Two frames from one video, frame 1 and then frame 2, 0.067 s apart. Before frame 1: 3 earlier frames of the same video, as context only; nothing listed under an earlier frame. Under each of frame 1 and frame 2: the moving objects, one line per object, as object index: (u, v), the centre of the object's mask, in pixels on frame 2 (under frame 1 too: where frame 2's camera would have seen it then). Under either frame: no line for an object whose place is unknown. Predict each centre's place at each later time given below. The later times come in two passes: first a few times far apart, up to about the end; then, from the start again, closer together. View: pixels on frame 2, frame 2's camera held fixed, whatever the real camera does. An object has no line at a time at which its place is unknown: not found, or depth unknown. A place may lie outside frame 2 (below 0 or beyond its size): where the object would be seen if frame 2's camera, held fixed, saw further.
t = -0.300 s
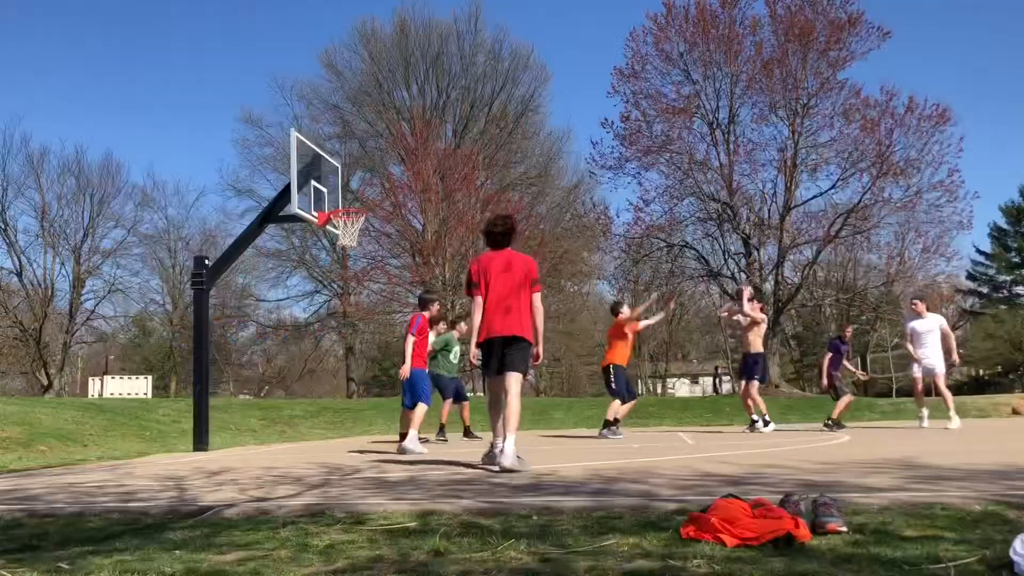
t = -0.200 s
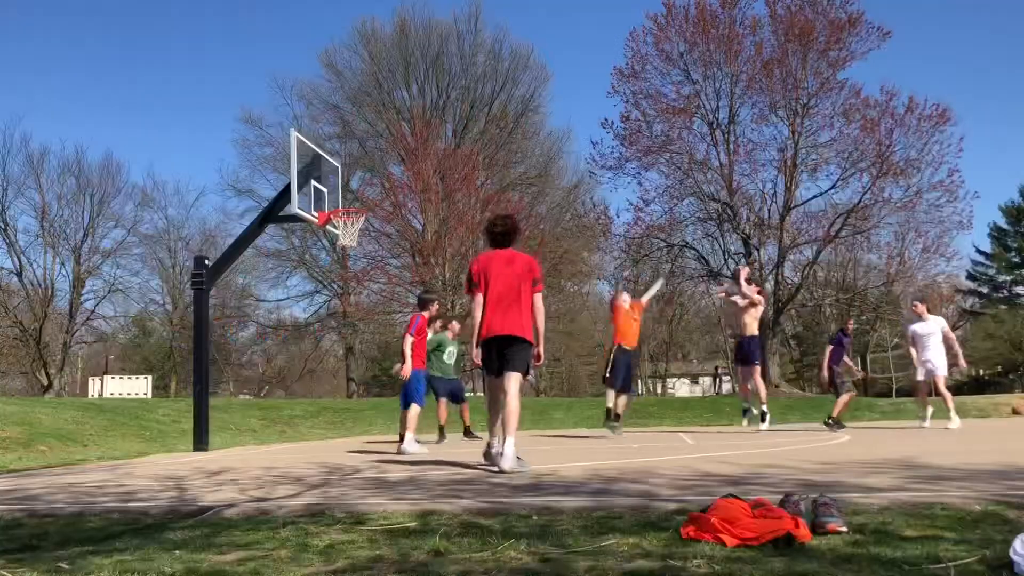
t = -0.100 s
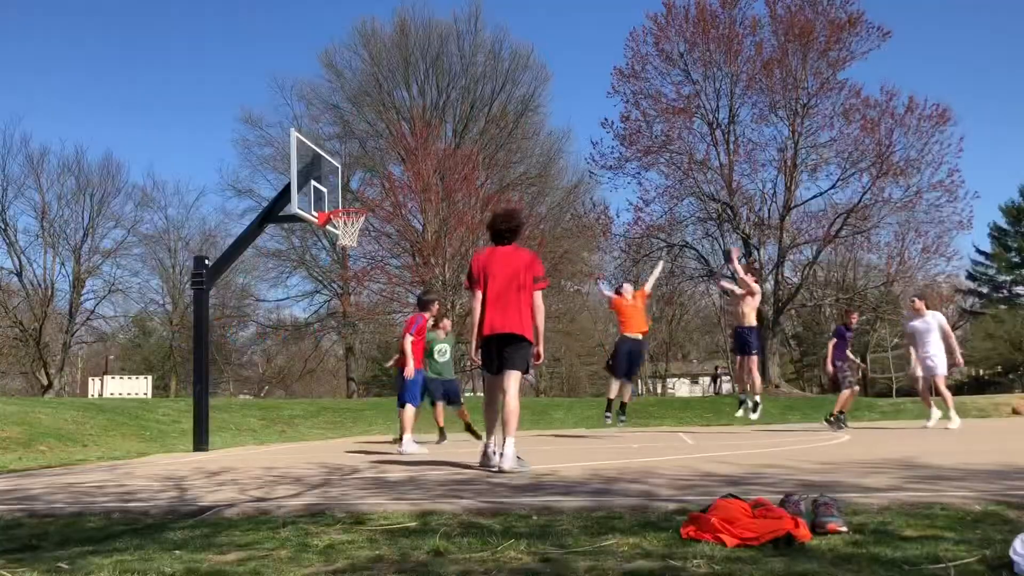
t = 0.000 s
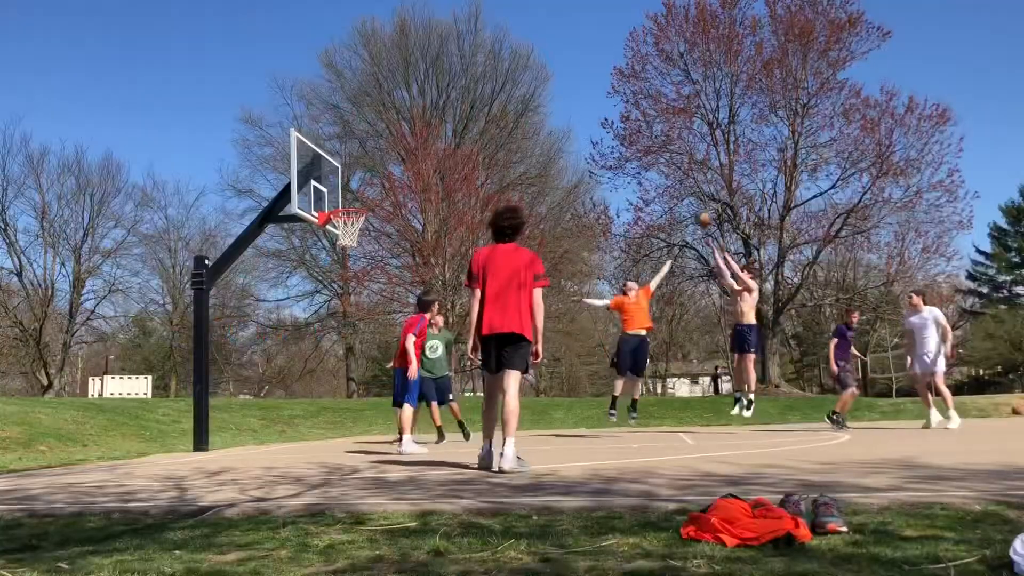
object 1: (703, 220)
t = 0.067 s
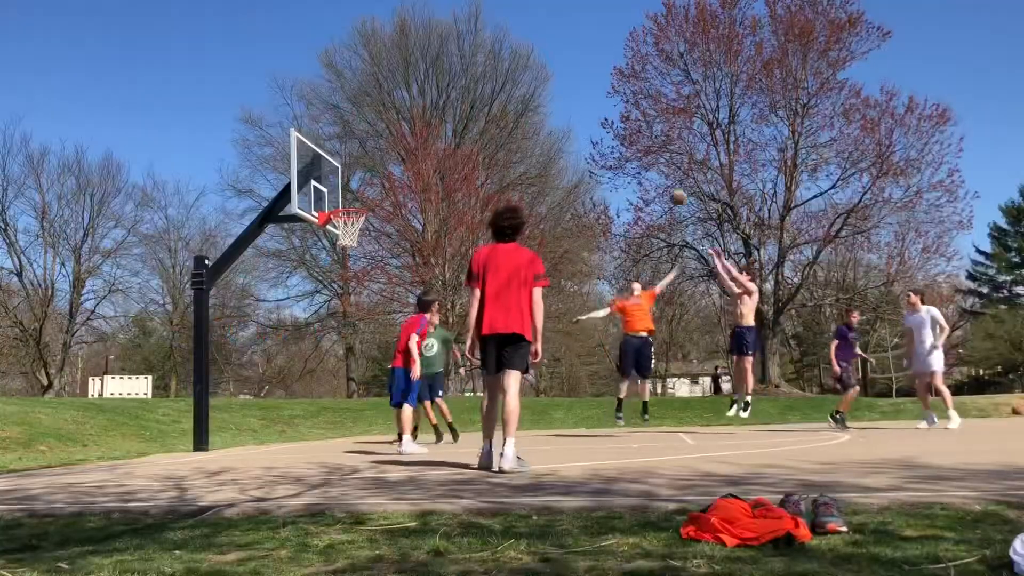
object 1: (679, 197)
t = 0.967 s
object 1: (359, 202)
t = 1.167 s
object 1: (335, 245)
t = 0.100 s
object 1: (665, 187)
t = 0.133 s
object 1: (654, 178)
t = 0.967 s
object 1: (359, 202)
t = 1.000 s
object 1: (351, 207)
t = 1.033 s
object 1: (335, 223)
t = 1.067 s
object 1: (349, 235)
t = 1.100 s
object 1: (334, 236)
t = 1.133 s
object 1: (335, 238)
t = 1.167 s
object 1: (335, 245)
